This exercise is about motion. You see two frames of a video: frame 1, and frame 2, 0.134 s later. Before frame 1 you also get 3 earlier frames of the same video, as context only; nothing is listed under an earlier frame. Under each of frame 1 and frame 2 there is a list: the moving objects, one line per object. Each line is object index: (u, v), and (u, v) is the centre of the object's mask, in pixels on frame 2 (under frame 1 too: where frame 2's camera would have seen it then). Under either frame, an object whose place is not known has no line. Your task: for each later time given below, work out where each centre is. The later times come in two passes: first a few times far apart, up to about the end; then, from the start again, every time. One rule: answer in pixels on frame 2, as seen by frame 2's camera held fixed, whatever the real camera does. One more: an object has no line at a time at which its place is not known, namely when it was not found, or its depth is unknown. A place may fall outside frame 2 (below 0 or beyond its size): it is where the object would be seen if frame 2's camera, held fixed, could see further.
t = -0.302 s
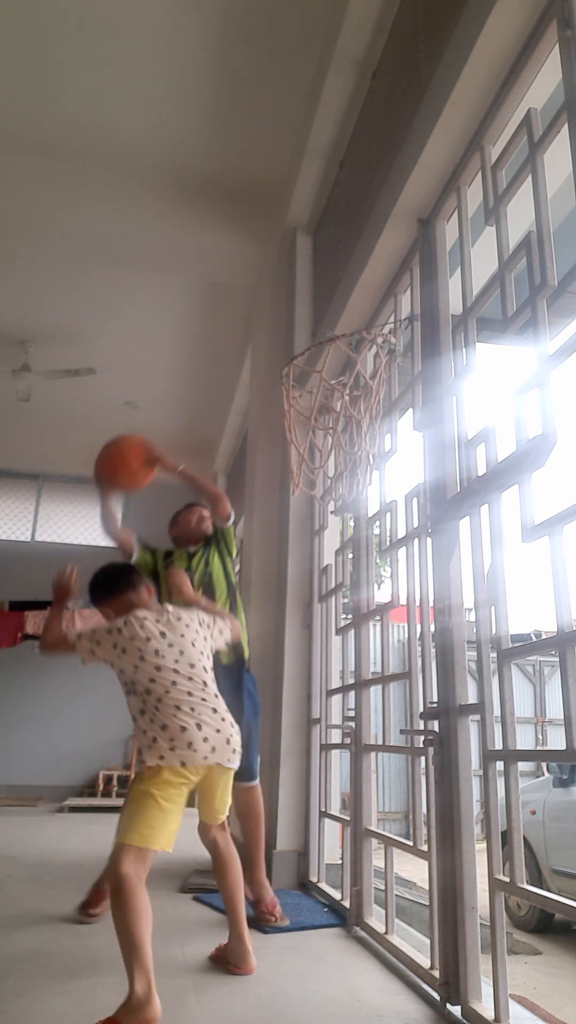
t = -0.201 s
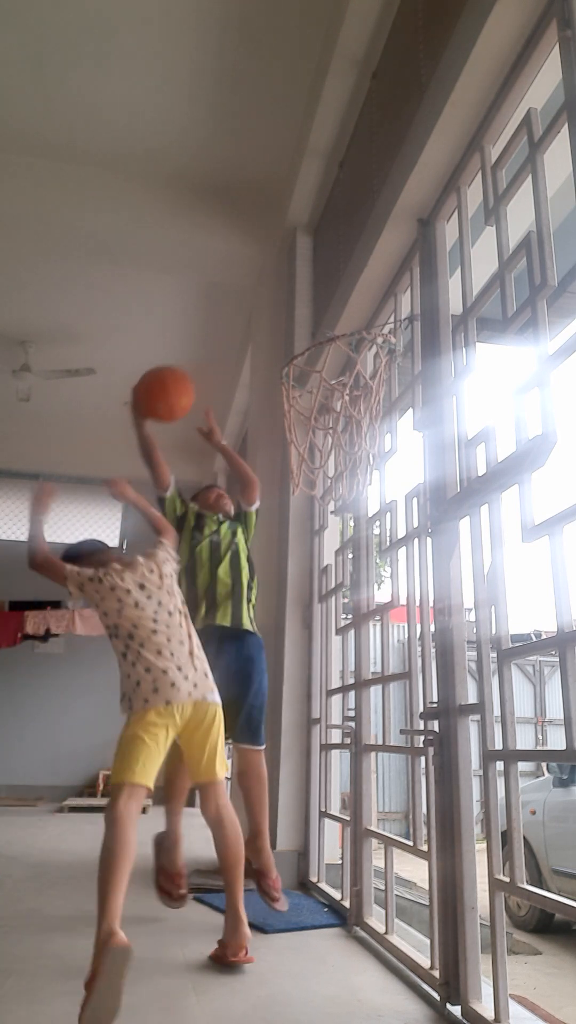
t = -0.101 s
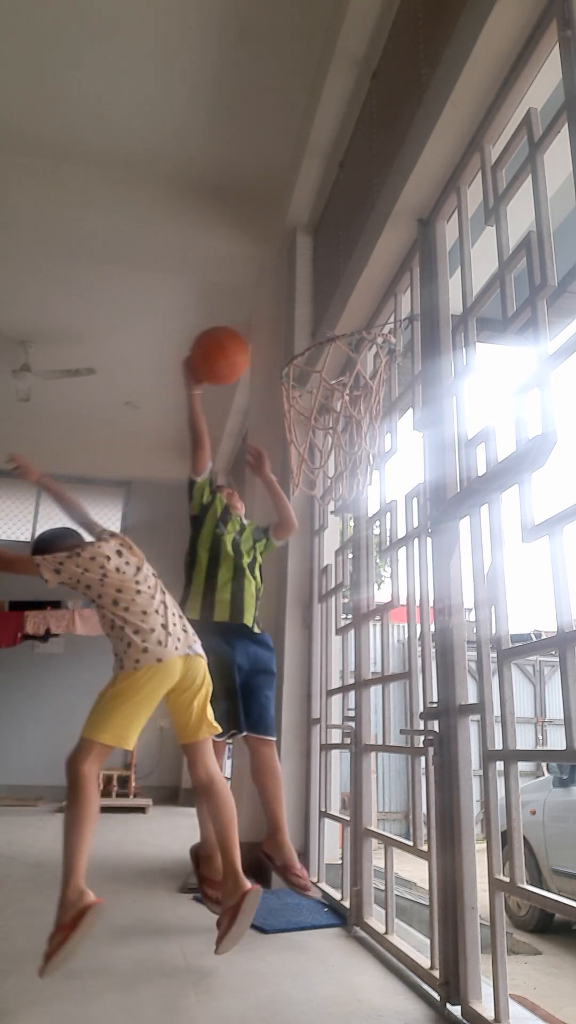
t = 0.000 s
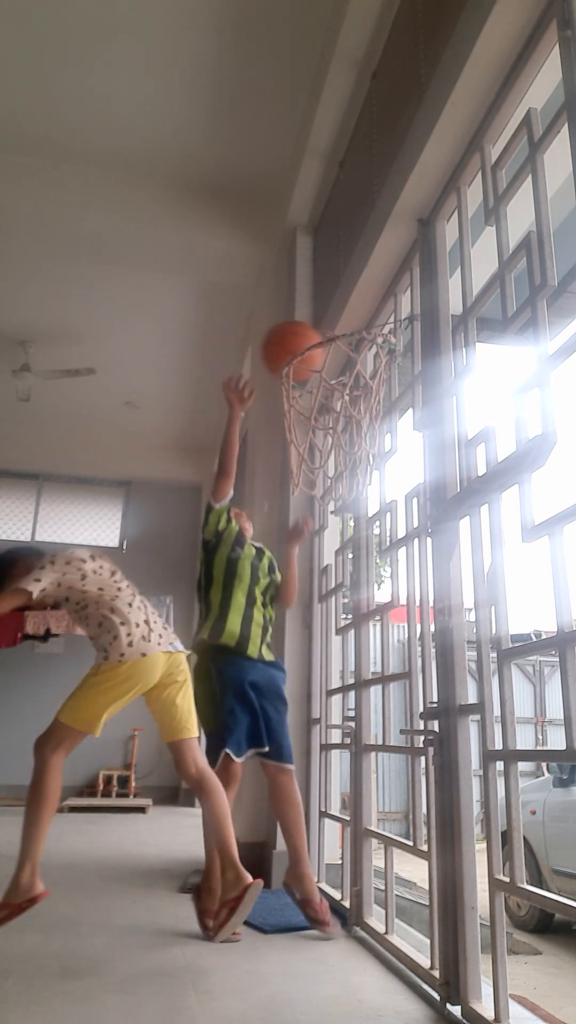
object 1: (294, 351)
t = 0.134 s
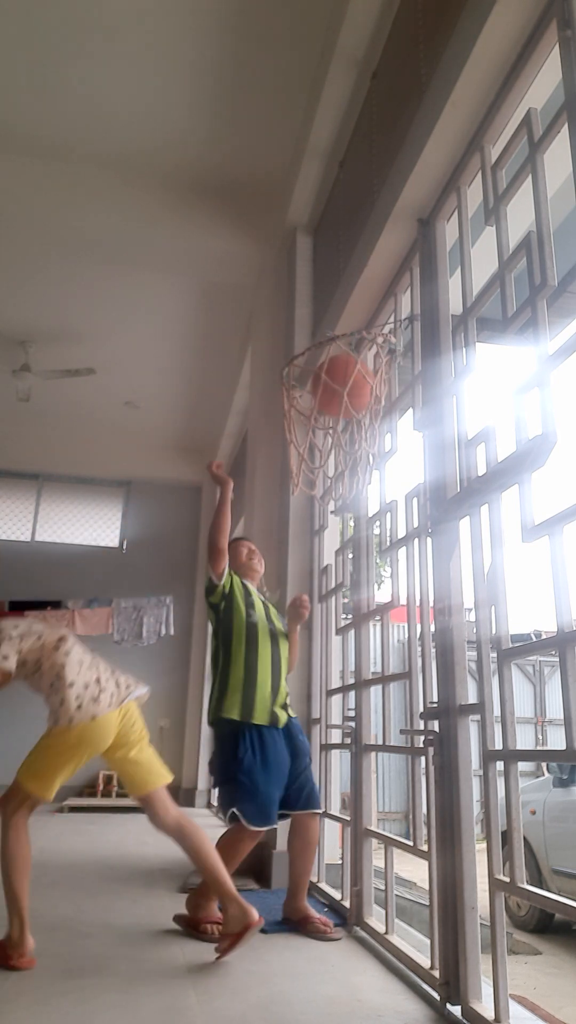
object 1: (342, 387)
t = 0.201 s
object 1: (317, 423)
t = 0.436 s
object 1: (258, 600)
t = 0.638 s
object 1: (200, 930)
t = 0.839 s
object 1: (202, 717)
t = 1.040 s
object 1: (199, 653)
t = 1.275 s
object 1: (184, 750)
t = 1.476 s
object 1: (170, 873)
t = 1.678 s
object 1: (171, 770)
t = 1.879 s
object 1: (163, 808)
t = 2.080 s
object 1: (155, 861)
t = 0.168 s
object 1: (330, 403)
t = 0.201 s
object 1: (317, 423)
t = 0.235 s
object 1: (304, 444)
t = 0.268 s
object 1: (293, 466)
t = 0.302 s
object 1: (286, 485)
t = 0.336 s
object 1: (279, 508)
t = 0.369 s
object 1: (272, 534)
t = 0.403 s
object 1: (265, 565)
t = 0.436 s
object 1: (258, 600)
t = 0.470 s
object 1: (249, 641)
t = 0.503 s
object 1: (240, 688)
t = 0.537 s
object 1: (230, 740)
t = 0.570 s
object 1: (223, 793)
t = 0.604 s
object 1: (211, 859)
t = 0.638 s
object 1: (200, 930)
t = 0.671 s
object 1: (199, 899)
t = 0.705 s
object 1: (200, 850)
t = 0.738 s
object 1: (201, 808)
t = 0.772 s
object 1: (201, 772)
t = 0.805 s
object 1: (202, 742)
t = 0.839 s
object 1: (202, 717)
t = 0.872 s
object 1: (202, 697)
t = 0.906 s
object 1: (202, 680)
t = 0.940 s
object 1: (201, 667)
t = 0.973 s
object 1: (201, 659)
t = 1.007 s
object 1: (200, 654)
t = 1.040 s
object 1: (199, 653)
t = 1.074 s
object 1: (198, 655)
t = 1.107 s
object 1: (196, 662)
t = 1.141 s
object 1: (194, 672)
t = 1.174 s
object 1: (192, 686)
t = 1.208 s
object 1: (189, 703)
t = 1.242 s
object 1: (187, 724)
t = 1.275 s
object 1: (184, 750)
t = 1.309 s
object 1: (181, 779)
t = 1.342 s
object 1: (178, 813)
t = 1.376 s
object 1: (174, 854)
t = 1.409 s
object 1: (171, 896)
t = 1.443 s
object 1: (169, 905)
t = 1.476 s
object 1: (170, 873)
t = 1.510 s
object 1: (170, 845)
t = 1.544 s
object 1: (171, 821)
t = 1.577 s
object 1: (171, 802)
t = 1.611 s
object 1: (171, 787)
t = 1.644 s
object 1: (171, 776)
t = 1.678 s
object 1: (171, 770)
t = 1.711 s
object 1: (170, 767)
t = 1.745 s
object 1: (169, 768)
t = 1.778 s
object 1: (168, 772)
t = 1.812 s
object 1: (166, 781)
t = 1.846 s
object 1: (165, 792)
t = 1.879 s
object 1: (163, 808)
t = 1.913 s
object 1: (161, 828)
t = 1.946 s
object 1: (158, 853)
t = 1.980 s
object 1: (155, 880)
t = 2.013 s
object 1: (152, 906)
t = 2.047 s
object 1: (154, 881)
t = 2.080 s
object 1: (155, 861)
